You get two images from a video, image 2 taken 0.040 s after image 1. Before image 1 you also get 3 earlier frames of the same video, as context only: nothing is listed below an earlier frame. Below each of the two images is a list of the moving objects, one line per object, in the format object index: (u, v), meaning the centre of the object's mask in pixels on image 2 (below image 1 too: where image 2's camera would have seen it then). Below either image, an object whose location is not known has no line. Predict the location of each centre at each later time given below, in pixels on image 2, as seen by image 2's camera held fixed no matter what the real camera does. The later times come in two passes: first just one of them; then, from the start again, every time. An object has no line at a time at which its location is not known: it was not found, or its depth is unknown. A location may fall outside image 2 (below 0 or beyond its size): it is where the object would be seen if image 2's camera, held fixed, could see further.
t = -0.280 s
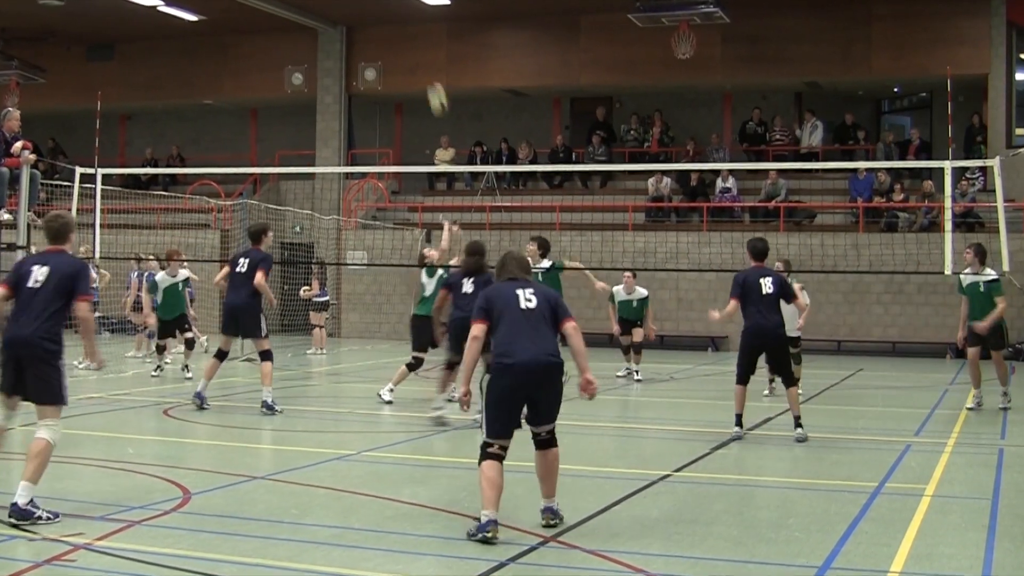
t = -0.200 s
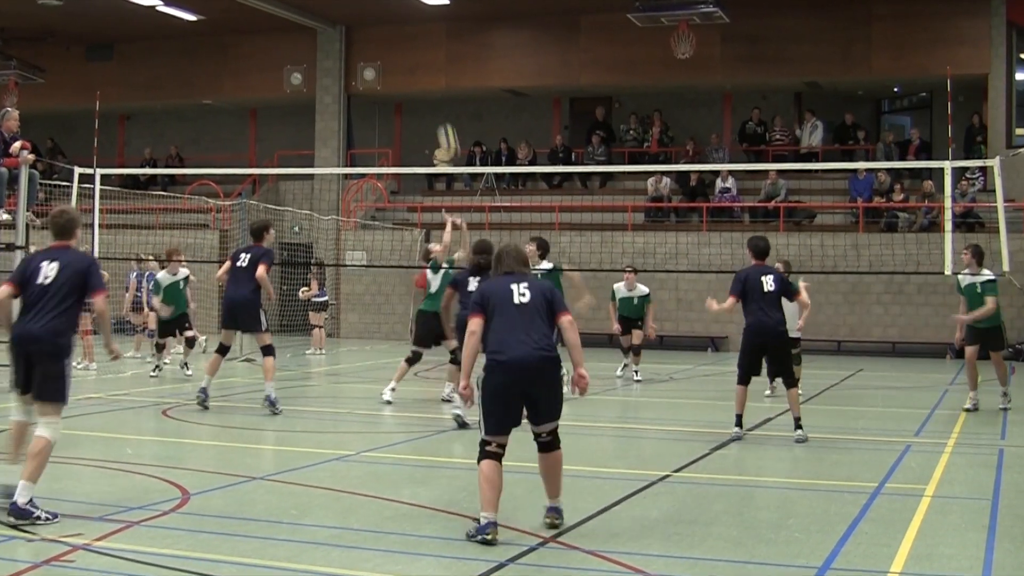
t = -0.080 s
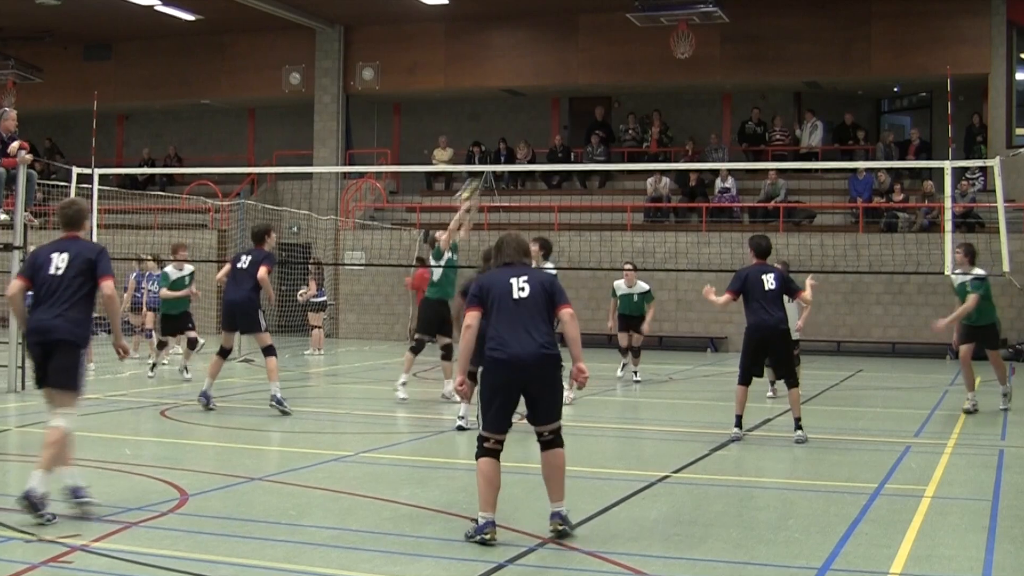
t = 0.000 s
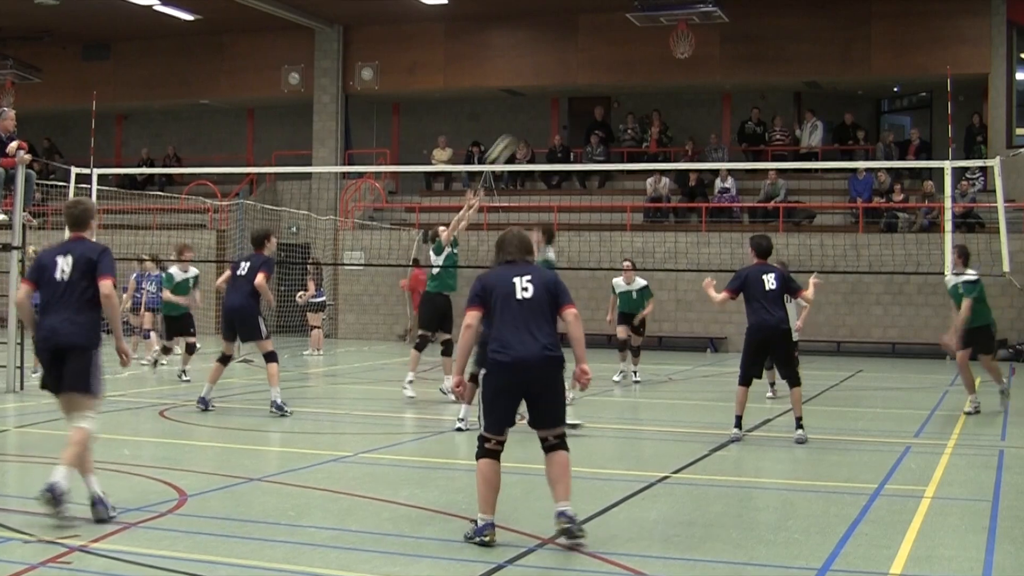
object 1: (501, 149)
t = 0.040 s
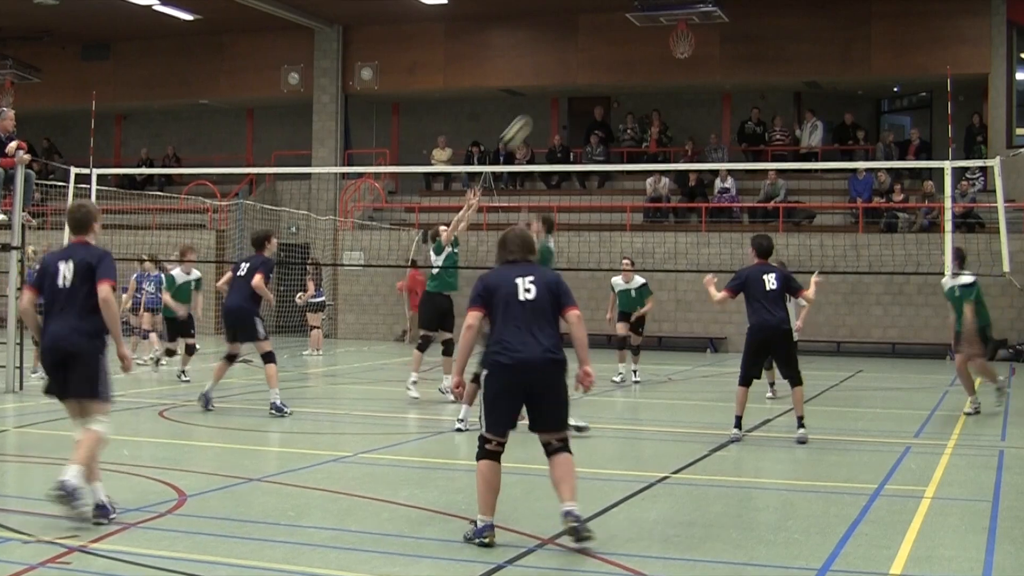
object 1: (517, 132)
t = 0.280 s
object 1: (617, 43)
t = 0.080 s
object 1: (533, 114)
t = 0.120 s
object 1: (550, 97)
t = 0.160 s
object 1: (566, 82)
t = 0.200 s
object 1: (583, 68)
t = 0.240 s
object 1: (600, 55)
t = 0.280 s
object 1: (617, 43)
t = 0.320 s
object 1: (634, 34)
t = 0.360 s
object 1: (650, 25)
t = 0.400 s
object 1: (668, 18)
